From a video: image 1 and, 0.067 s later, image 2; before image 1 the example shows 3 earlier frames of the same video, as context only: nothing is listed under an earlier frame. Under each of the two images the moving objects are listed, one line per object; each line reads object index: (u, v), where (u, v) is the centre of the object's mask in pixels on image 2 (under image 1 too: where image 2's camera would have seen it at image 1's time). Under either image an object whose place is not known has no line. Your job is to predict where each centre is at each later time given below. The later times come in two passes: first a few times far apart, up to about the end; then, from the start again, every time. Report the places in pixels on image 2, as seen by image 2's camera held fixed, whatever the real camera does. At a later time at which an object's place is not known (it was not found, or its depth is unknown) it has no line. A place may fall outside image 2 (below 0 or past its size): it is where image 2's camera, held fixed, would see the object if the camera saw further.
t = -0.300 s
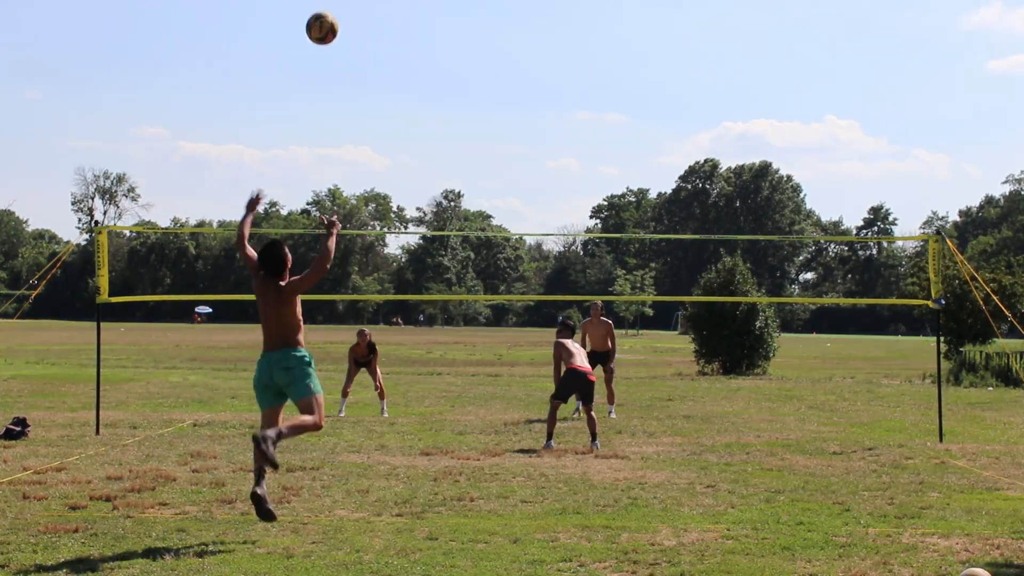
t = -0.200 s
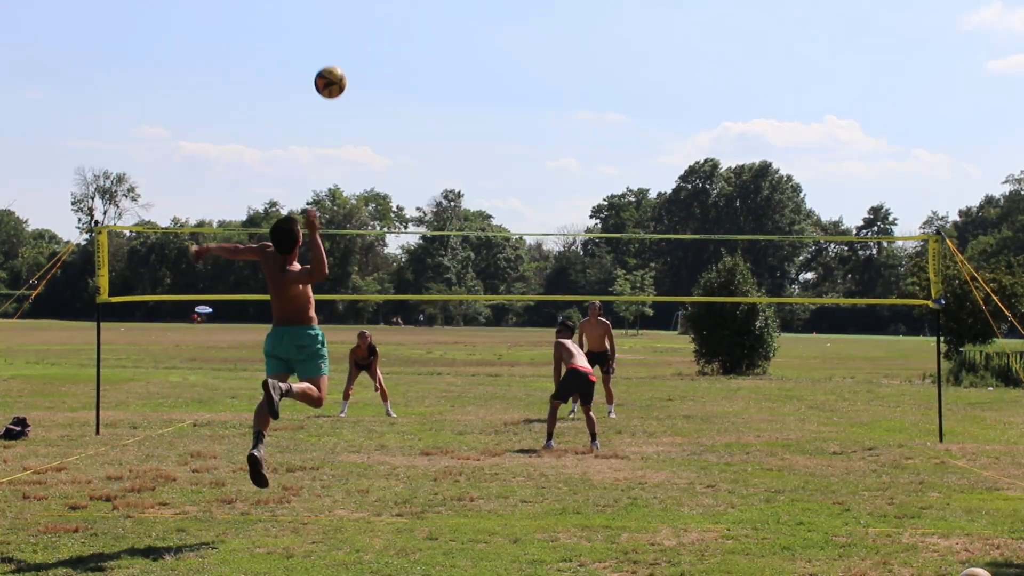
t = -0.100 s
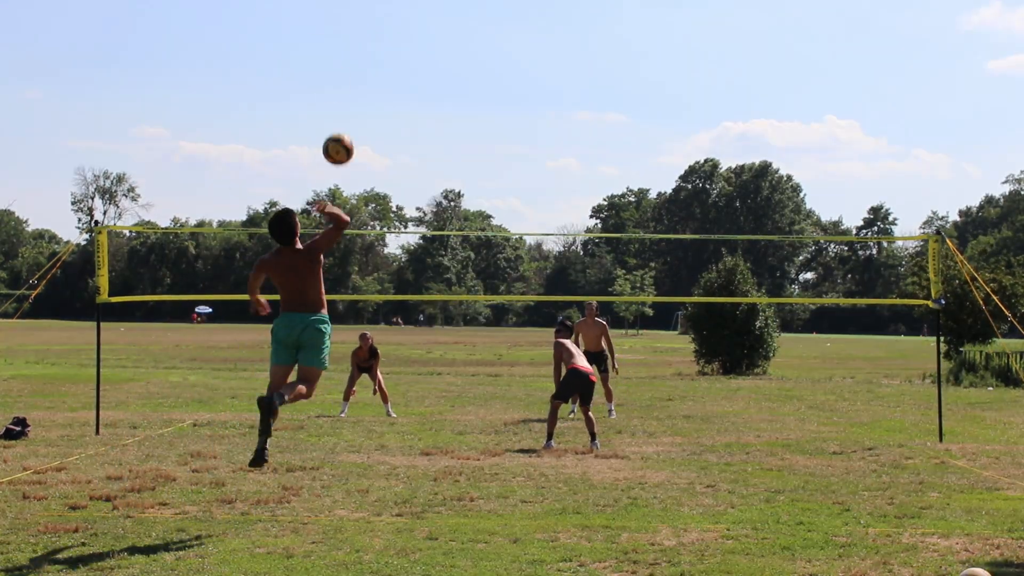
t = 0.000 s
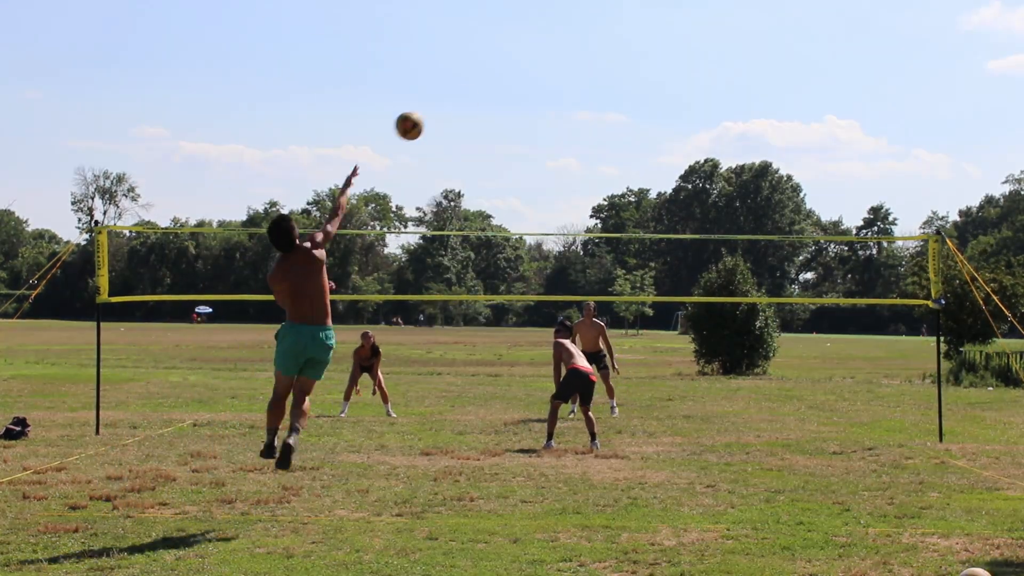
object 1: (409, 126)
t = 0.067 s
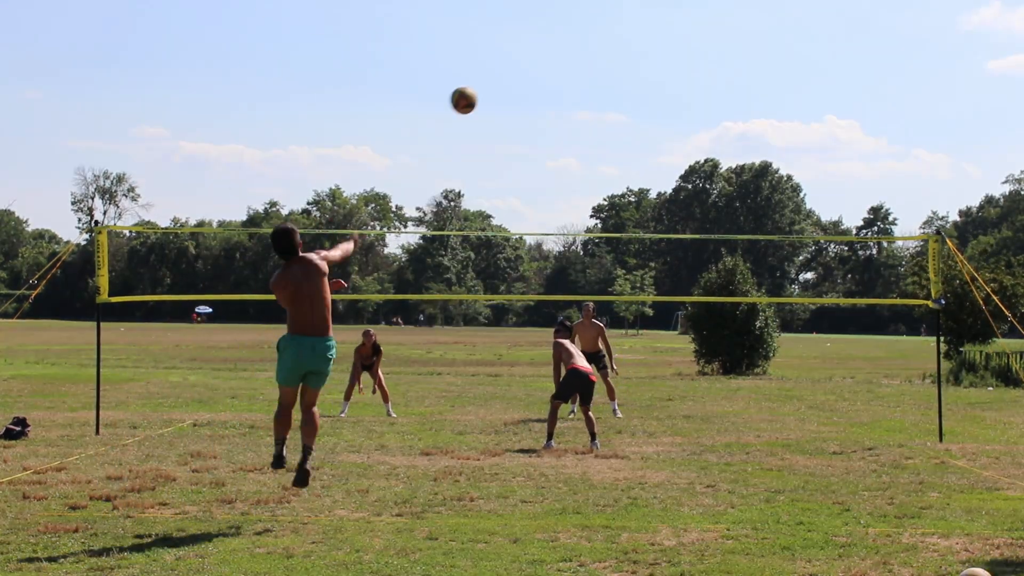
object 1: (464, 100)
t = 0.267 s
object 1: (585, 86)
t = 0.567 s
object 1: (693, 173)
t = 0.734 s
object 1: (733, 254)
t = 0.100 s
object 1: (488, 92)
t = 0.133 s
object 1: (510, 86)
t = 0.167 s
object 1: (531, 83)
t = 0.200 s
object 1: (550, 82)
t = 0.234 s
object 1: (568, 83)
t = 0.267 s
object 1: (585, 86)
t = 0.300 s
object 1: (600, 91)
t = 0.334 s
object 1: (615, 97)
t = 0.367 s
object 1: (629, 104)
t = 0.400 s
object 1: (641, 113)
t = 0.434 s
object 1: (653, 123)
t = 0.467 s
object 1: (664, 134)
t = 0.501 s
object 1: (674, 146)
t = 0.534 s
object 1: (684, 160)
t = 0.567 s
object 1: (693, 173)
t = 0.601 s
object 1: (702, 187)
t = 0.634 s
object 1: (710, 203)
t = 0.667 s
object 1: (718, 220)
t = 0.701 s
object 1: (725, 237)
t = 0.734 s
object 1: (733, 254)
